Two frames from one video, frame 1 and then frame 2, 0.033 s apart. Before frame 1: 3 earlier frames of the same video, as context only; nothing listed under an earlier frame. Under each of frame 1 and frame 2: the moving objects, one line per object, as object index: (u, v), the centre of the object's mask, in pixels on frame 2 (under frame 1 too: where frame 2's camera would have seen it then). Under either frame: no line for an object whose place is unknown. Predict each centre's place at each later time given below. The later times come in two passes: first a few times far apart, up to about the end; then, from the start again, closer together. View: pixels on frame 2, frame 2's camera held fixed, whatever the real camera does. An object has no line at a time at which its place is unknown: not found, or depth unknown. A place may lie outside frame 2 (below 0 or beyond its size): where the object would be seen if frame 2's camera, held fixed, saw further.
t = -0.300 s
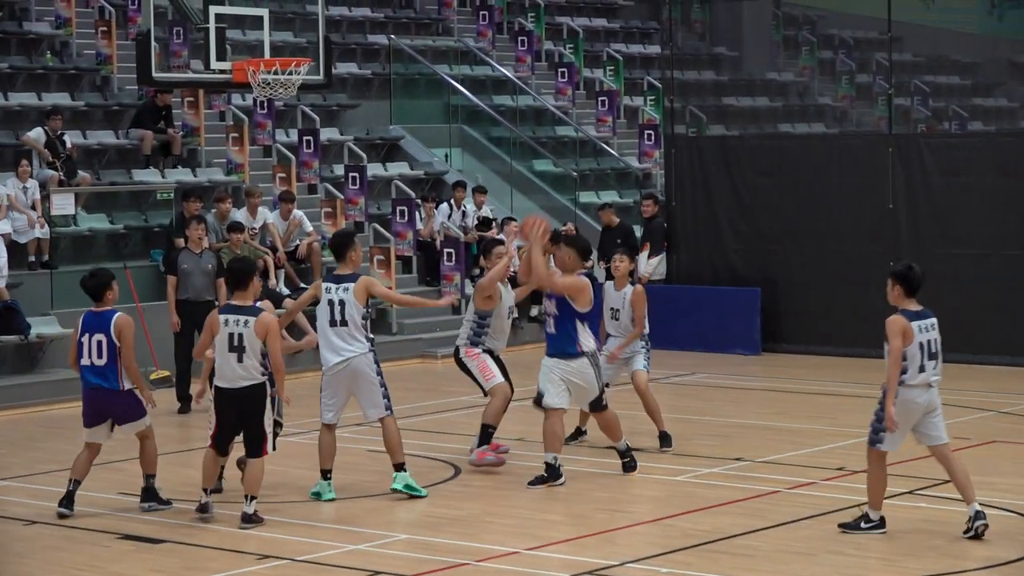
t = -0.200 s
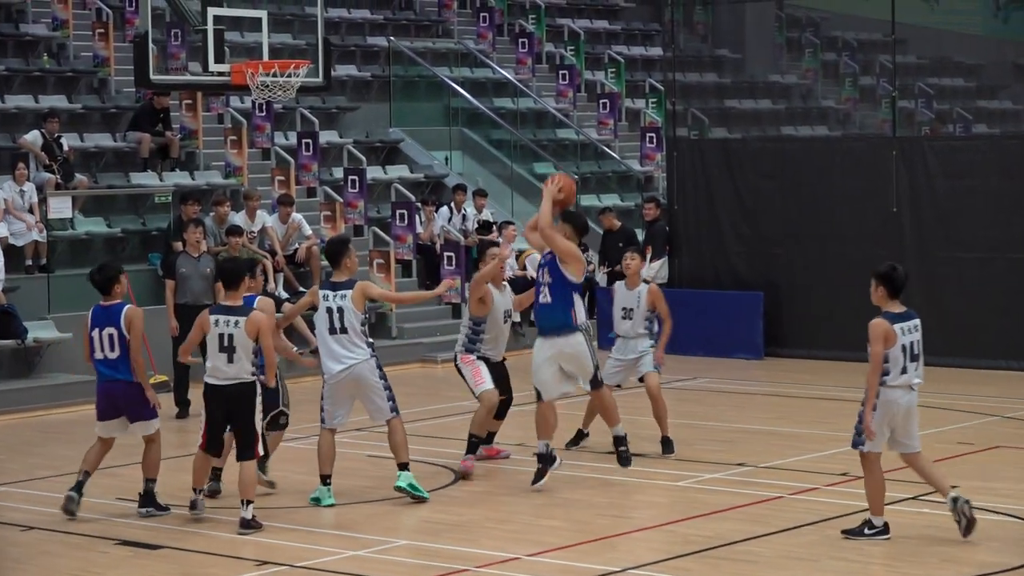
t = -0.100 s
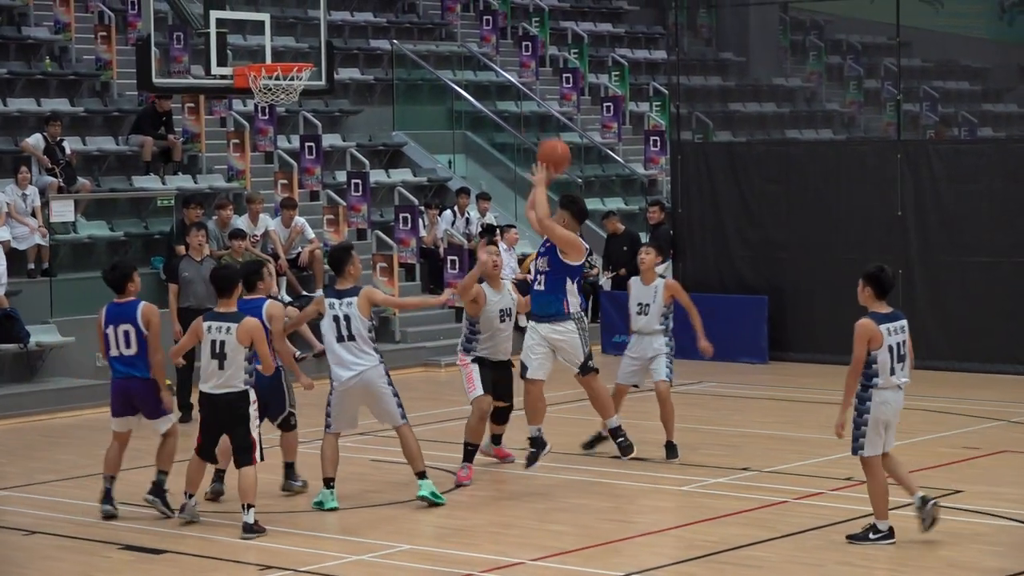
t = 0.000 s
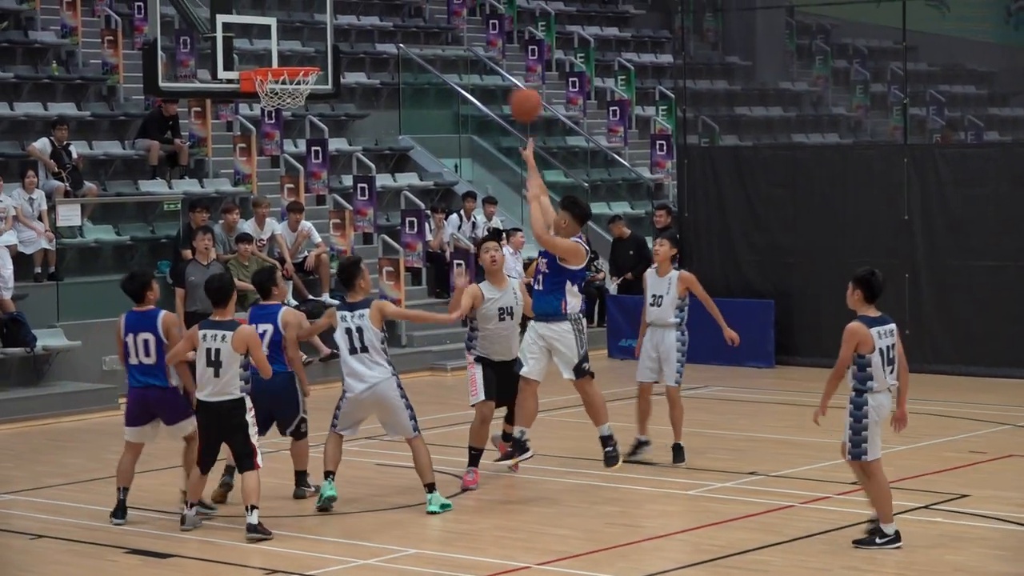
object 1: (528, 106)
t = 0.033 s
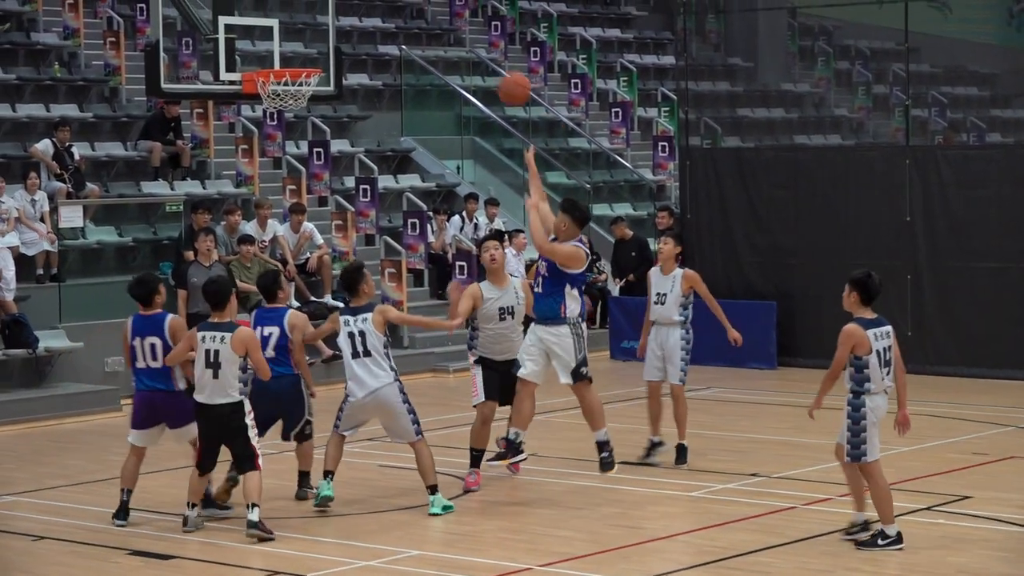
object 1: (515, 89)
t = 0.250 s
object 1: (428, 17)
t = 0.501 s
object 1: (332, 11)
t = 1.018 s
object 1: (249, 0)
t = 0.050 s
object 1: (507, 81)
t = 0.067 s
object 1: (500, 73)
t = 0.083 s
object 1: (494, 65)
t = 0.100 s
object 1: (487, 59)
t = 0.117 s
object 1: (481, 53)
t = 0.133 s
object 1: (473, 46)
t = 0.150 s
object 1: (466, 40)
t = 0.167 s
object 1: (460, 35)
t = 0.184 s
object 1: (453, 31)
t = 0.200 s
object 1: (448, 27)
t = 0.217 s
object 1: (441, 23)
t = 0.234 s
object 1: (434, 20)
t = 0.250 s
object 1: (428, 17)
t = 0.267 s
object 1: (421, 13)
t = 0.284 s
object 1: (415, 11)
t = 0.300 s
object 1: (408, 9)
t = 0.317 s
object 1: (402, 7)
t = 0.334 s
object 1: (395, 5)
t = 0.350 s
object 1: (388, 4)
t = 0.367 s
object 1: (383, 3)
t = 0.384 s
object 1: (376, 3)
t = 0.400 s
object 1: (370, 3)
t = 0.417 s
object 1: (364, 3)
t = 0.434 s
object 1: (358, 4)
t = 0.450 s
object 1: (352, 5)
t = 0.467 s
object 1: (346, 6)
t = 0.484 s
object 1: (339, 8)
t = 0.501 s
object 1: (332, 11)
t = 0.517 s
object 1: (326, 14)
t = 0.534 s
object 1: (320, 17)
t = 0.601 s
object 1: (297, 32)
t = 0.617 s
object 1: (291, 38)
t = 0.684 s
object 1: (270, 54)
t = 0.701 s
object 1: (268, 49)
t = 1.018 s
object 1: (249, 0)
